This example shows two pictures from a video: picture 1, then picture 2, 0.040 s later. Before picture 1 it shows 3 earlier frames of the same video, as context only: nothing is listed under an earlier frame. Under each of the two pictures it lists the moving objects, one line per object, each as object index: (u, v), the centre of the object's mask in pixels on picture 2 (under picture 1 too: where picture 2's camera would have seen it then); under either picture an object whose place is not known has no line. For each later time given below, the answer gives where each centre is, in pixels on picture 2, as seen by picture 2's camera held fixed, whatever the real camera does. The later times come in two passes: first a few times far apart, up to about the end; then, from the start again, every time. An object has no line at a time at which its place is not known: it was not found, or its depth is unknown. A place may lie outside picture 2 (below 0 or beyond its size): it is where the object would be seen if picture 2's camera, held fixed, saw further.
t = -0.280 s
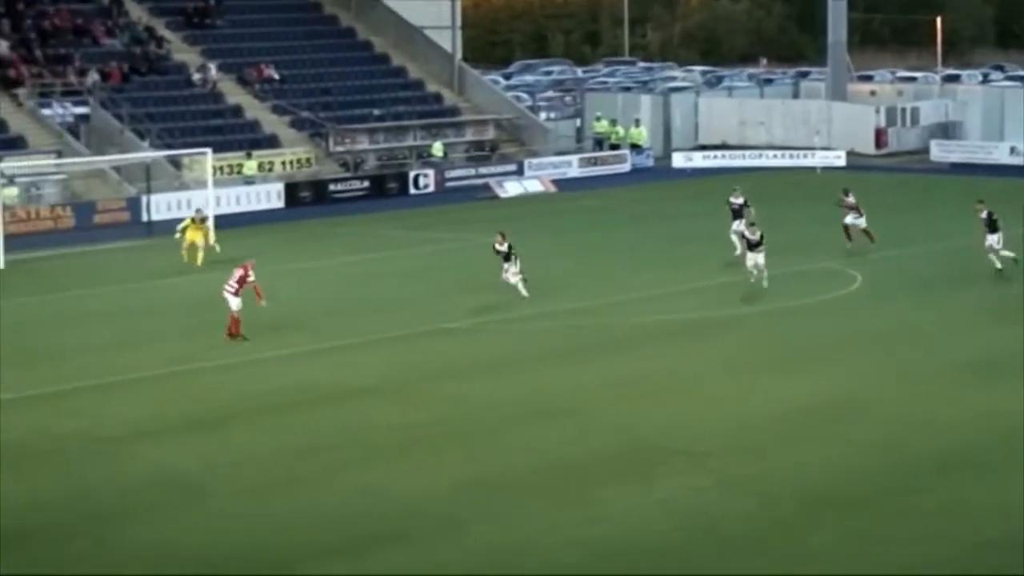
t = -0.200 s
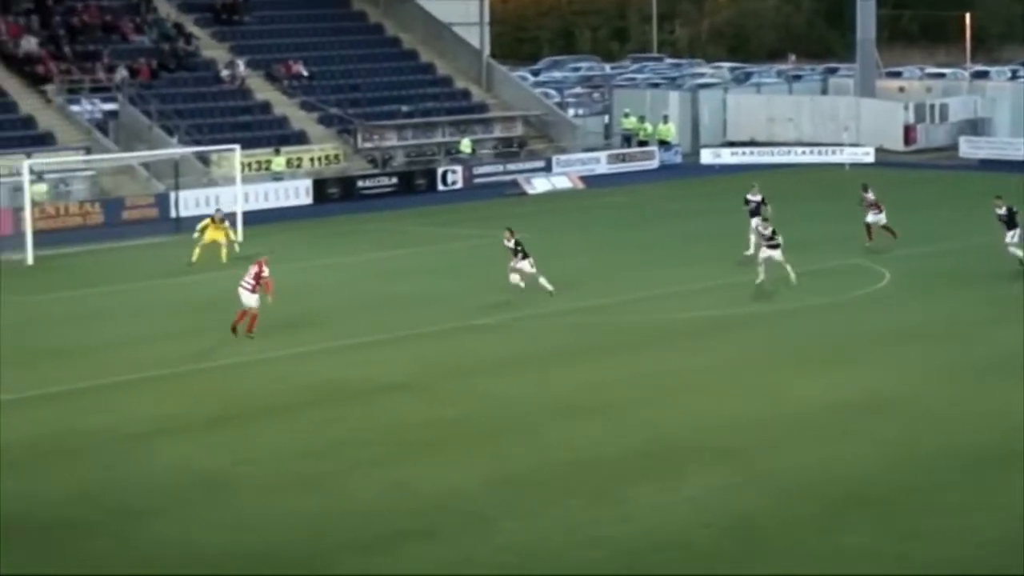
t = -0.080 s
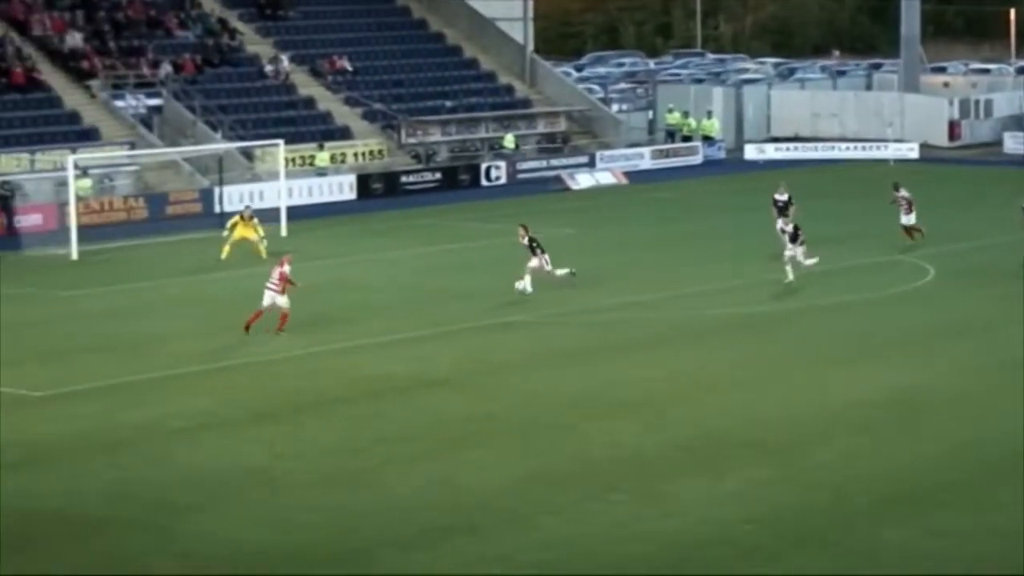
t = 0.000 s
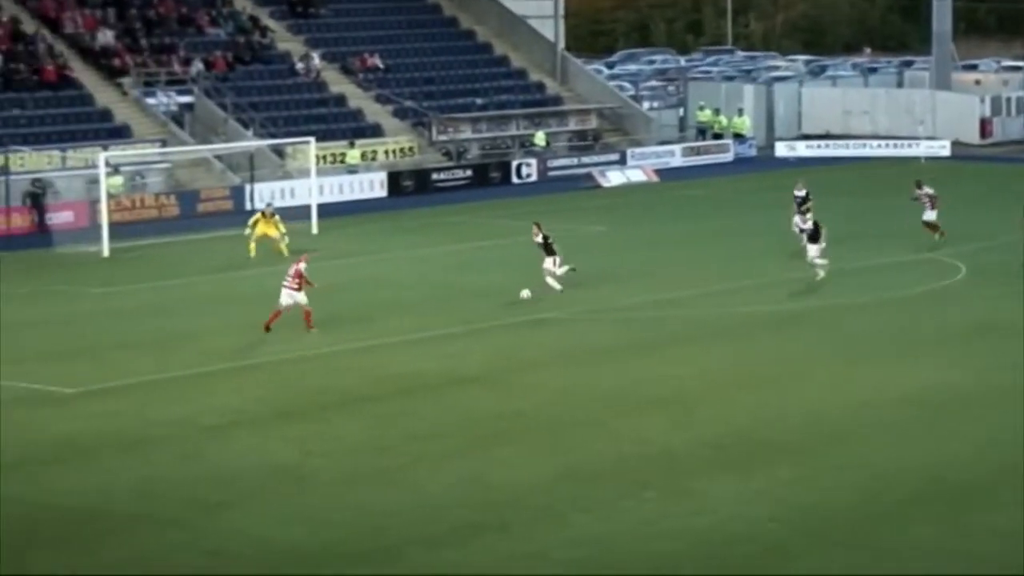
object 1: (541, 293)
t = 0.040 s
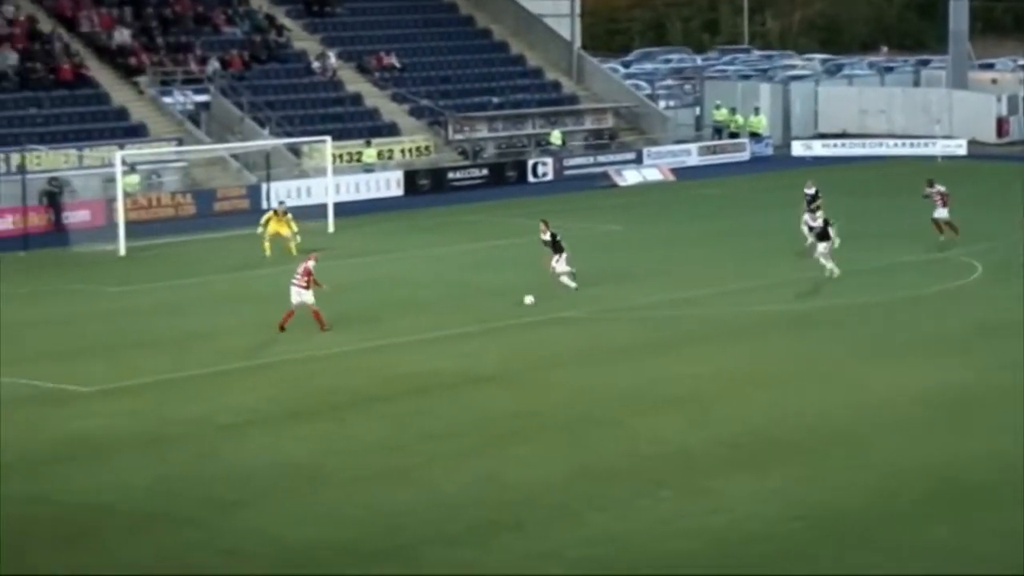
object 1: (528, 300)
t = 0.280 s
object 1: (451, 301)
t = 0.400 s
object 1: (411, 301)
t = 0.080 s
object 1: (516, 307)
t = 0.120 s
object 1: (504, 312)
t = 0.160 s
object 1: (491, 309)
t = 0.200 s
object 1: (477, 305)
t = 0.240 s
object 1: (464, 303)
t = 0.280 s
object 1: (451, 301)
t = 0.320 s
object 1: (437, 300)
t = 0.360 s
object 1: (425, 301)
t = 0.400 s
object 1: (411, 301)
